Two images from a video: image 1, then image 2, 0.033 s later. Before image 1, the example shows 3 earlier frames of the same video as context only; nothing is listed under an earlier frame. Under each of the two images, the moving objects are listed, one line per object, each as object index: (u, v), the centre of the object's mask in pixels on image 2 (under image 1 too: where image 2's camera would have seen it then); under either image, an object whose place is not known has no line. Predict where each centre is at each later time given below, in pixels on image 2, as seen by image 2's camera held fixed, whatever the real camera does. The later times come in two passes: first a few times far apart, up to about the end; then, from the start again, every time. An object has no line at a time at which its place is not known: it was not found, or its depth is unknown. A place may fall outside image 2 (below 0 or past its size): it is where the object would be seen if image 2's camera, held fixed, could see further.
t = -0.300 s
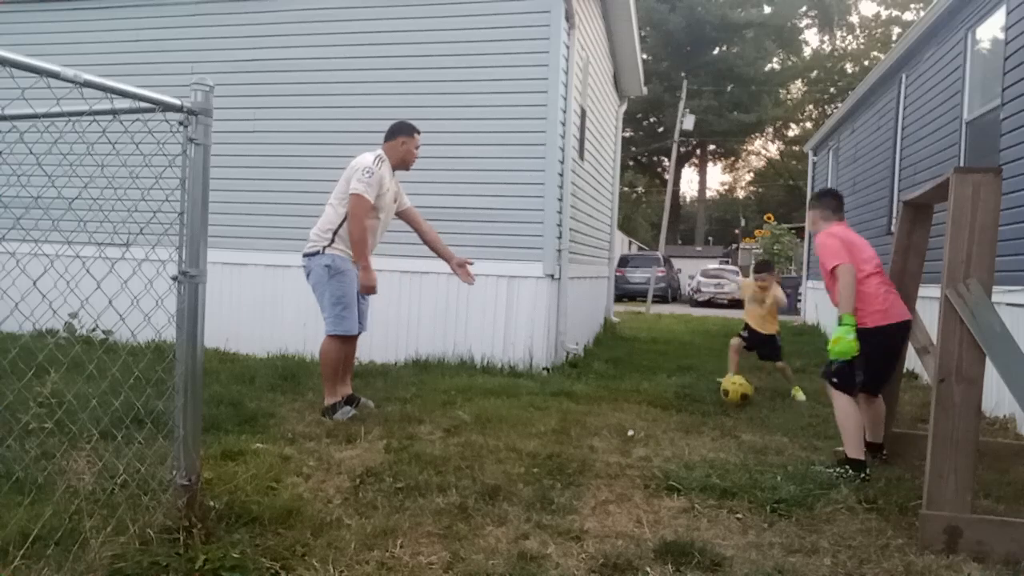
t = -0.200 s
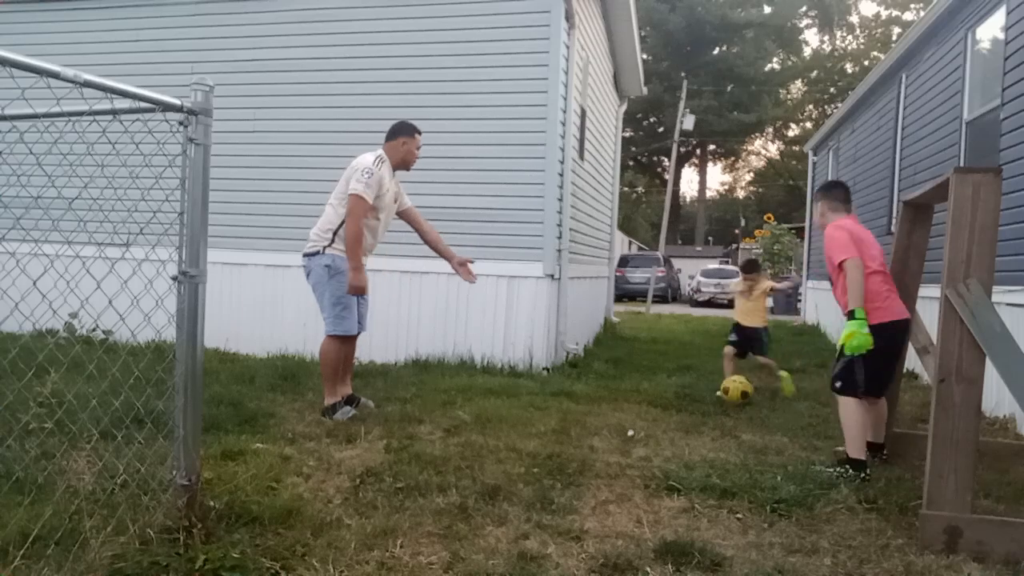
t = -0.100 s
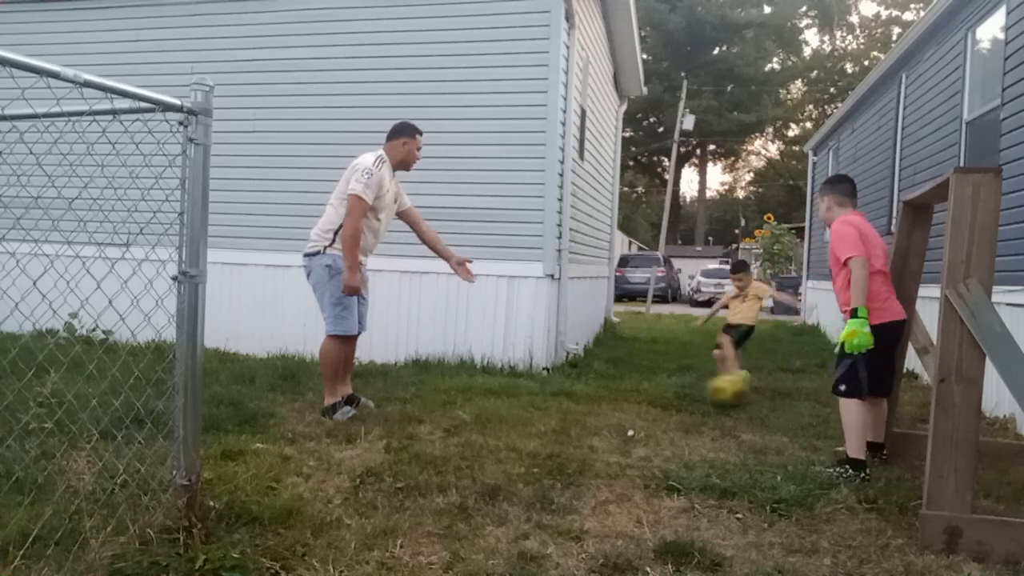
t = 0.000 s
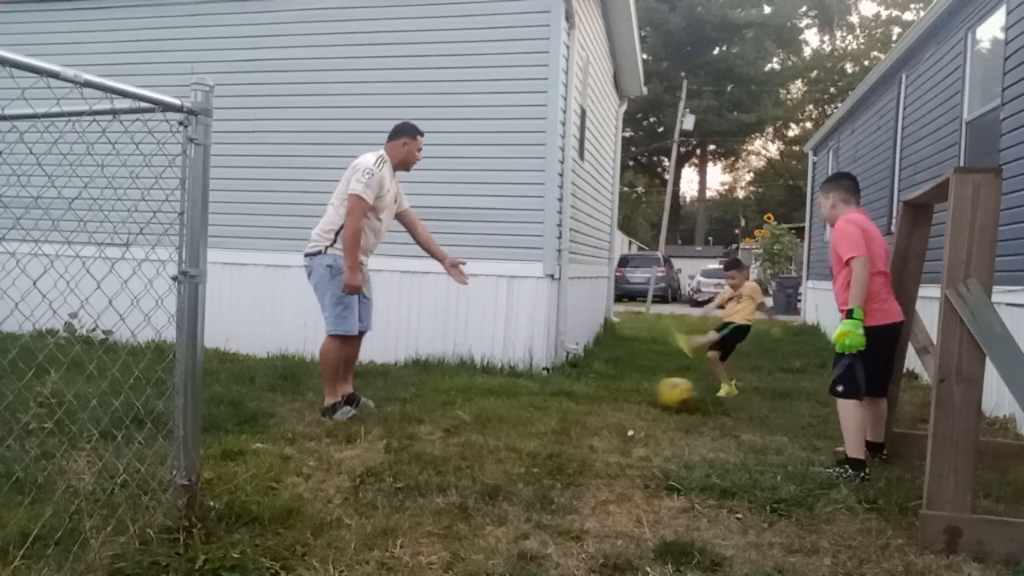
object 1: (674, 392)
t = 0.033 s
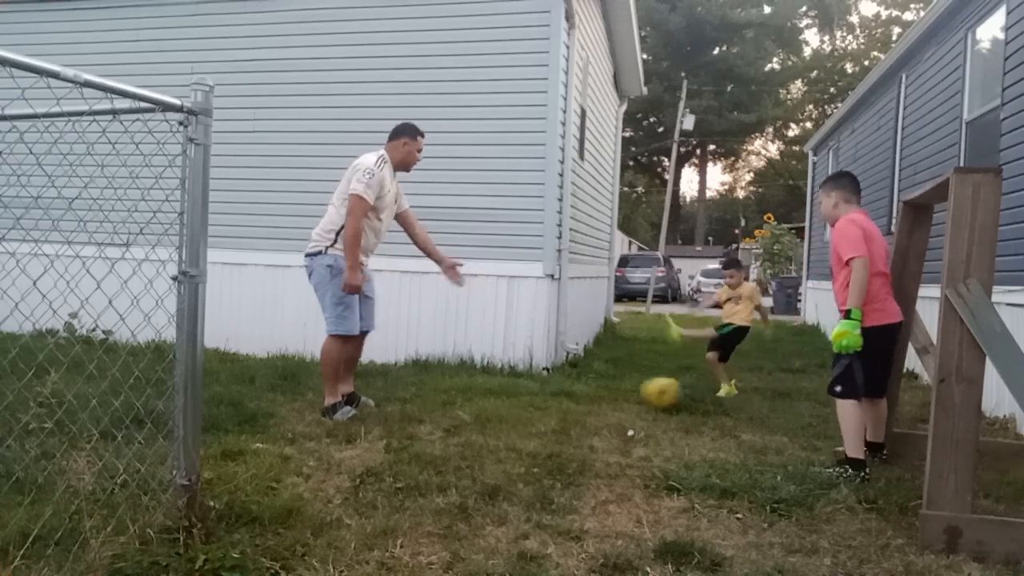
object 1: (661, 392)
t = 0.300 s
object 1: (548, 406)
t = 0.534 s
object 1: (451, 416)
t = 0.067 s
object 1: (645, 392)
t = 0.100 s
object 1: (631, 393)
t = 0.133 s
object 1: (617, 394)
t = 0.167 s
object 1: (602, 394)
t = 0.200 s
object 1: (590, 396)
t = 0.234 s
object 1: (576, 398)
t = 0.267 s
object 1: (563, 403)
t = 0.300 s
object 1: (548, 406)
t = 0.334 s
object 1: (534, 407)
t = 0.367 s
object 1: (520, 407)
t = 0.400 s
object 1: (507, 405)
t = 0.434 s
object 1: (495, 408)
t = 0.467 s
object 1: (481, 409)
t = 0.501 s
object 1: (466, 414)
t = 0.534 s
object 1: (451, 416)
